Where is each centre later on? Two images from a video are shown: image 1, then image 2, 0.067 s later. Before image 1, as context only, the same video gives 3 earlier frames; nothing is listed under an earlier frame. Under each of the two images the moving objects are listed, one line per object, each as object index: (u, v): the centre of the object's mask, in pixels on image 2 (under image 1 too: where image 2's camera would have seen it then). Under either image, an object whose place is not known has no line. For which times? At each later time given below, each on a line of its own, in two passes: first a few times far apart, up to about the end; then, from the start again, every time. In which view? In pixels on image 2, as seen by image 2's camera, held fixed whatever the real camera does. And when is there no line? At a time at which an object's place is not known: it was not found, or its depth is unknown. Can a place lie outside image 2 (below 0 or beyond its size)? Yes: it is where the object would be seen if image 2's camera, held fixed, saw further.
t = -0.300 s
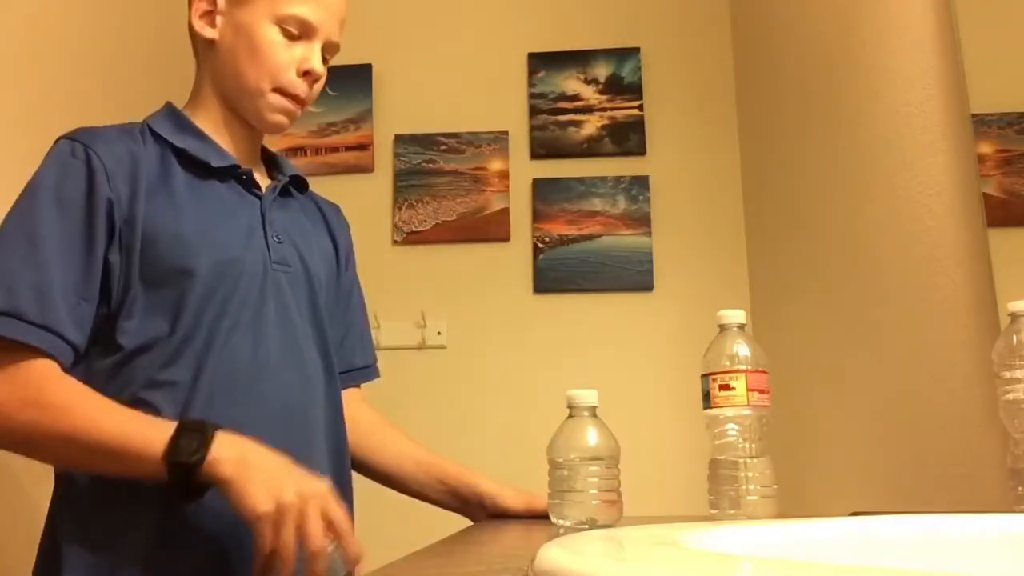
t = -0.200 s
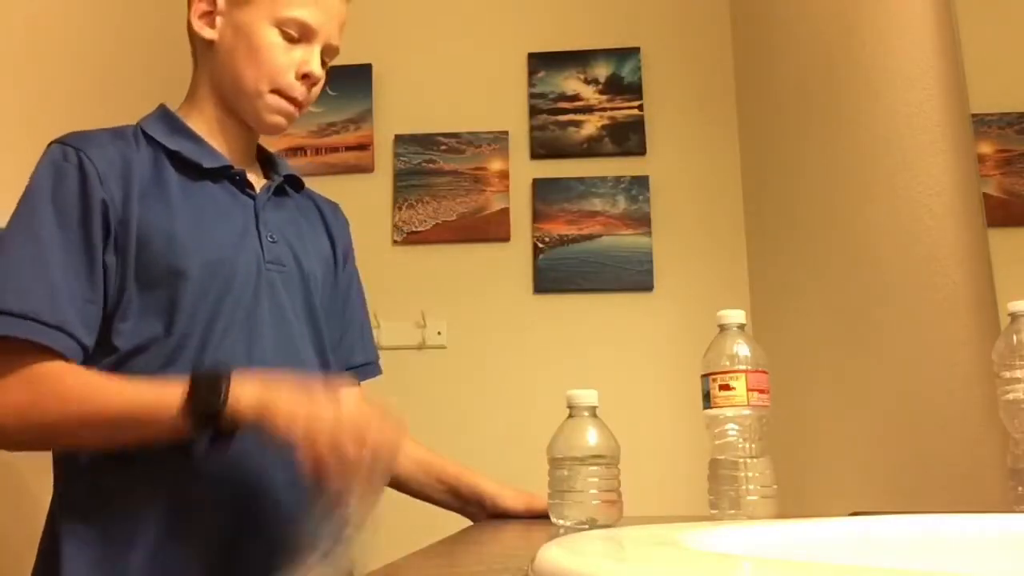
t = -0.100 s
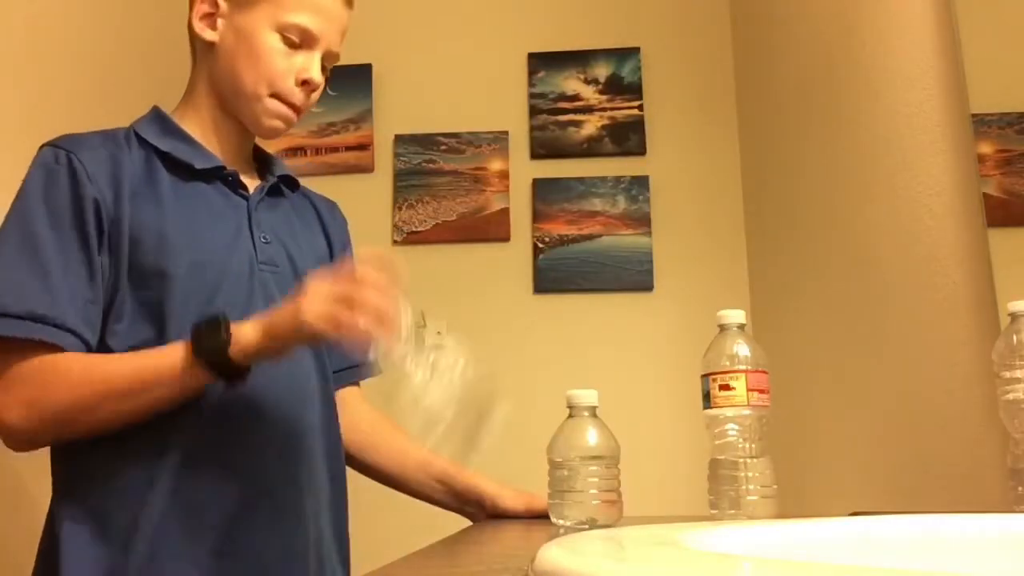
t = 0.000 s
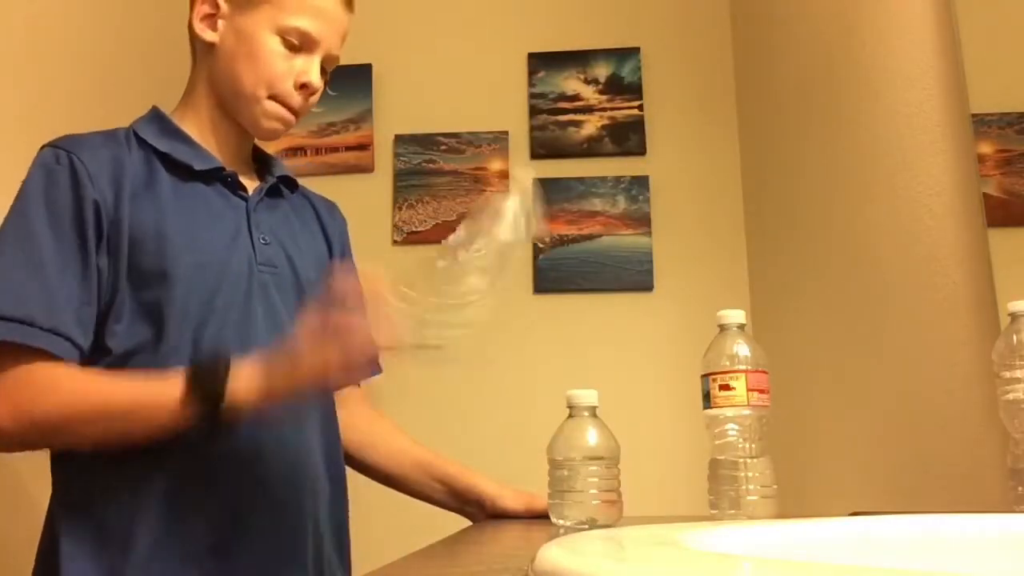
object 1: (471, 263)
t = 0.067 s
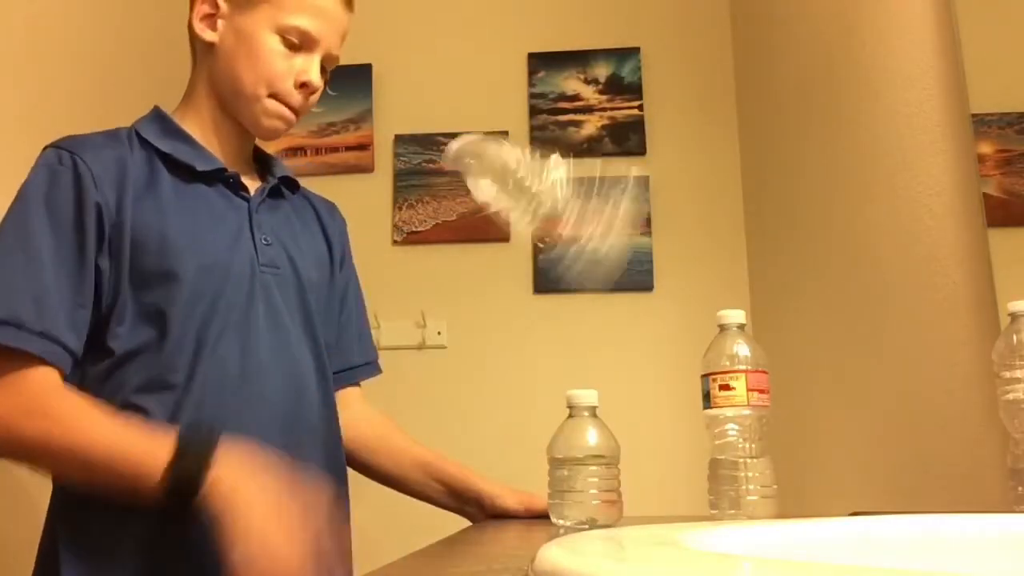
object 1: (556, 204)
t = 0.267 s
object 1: (579, 234)
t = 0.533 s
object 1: (595, 270)
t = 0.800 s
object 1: (594, 270)
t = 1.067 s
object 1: (595, 270)
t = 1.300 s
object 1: (594, 270)
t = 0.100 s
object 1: (548, 158)
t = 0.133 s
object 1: (548, 145)
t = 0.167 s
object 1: (548, 151)
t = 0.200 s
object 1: (558, 166)
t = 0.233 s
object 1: (571, 192)
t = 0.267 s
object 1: (579, 234)
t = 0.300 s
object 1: (584, 266)
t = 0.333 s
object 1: (589, 269)
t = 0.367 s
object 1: (592, 267)
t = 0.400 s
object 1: (592, 269)
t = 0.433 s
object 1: (594, 270)
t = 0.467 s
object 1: (594, 270)
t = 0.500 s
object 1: (595, 270)
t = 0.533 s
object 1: (595, 270)
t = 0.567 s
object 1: (595, 270)
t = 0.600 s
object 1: (595, 270)
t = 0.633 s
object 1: (596, 270)
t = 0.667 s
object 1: (596, 270)
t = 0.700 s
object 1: (595, 270)
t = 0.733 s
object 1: (595, 270)
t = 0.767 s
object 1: (595, 270)
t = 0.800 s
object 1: (594, 270)
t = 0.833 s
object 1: (594, 270)
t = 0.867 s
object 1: (594, 270)
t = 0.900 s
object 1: (594, 270)
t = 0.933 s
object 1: (594, 270)
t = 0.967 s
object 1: (594, 270)
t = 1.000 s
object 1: (594, 270)
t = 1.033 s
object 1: (595, 270)
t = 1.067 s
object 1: (595, 270)
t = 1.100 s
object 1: (595, 270)
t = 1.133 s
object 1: (595, 270)
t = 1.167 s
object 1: (595, 270)
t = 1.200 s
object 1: (595, 270)
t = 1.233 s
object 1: (594, 270)
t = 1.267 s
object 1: (594, 270)
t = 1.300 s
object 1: (594, 270)
